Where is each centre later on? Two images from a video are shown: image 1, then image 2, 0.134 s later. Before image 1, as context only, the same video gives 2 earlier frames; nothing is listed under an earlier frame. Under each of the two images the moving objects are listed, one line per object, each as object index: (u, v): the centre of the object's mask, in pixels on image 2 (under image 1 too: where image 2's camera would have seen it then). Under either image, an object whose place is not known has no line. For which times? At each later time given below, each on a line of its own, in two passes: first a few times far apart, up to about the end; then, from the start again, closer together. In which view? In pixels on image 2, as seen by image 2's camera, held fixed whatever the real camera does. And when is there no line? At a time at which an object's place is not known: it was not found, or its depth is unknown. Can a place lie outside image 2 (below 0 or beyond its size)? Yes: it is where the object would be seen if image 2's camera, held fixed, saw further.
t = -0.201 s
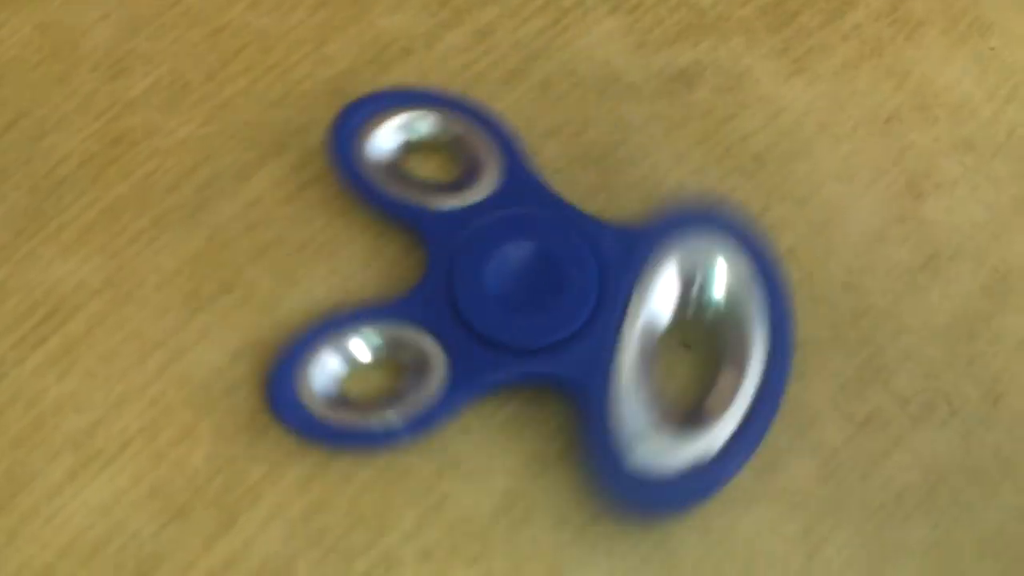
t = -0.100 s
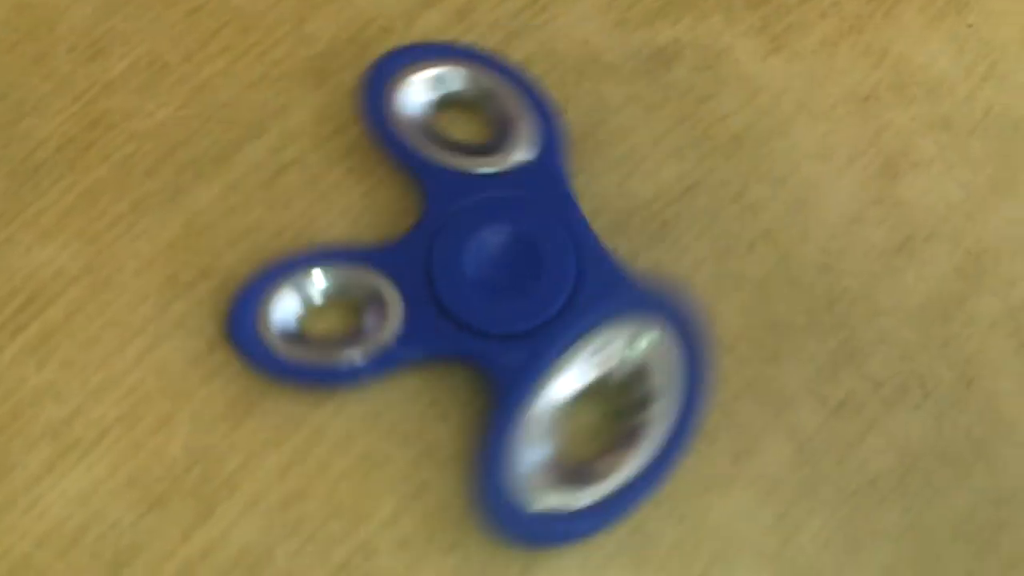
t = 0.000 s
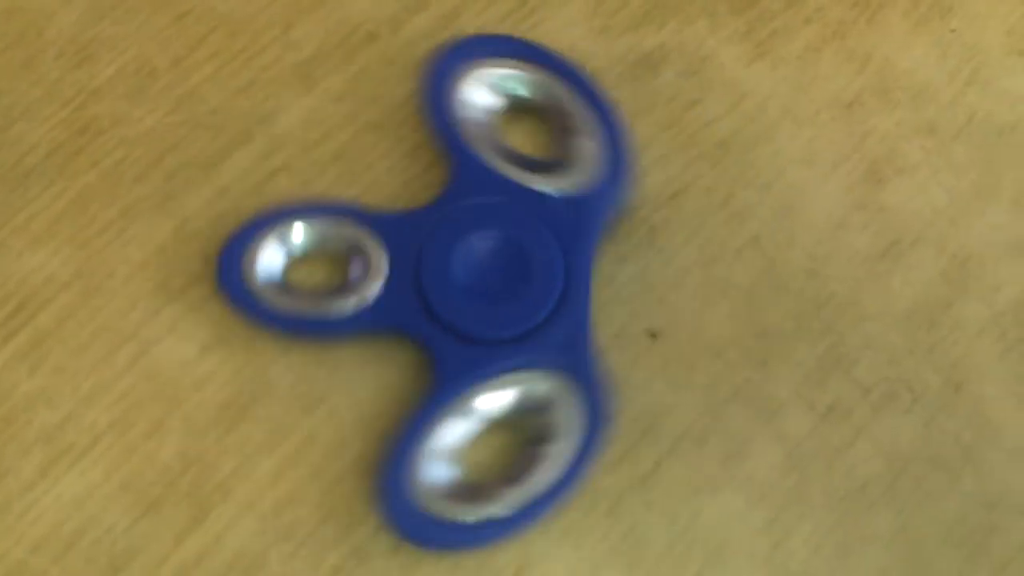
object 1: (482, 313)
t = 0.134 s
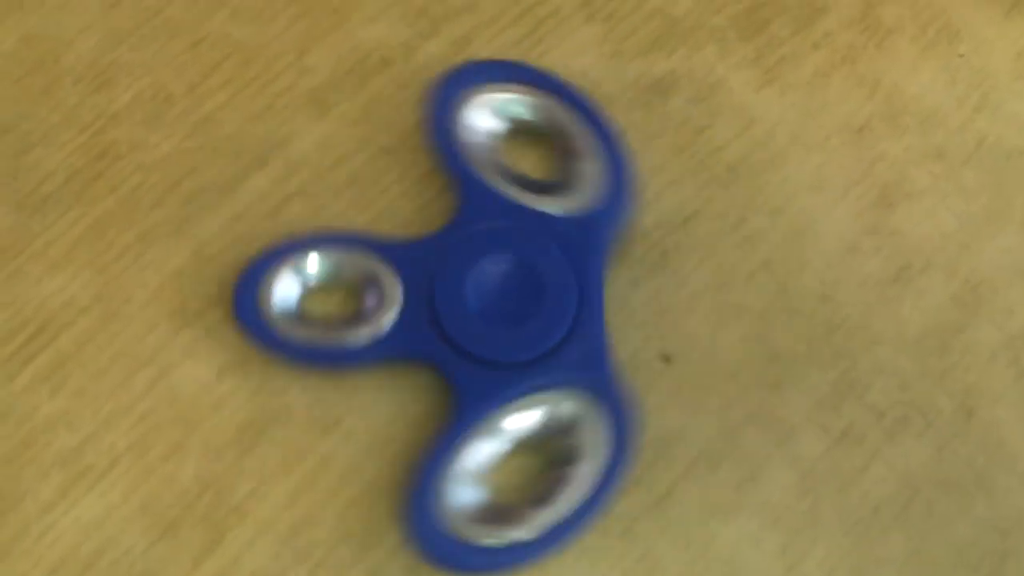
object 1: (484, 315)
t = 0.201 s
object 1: (527, 306)
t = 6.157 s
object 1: (508, 329)
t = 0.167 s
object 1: (509, 331)
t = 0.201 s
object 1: (527, 306)
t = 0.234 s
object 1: (494, 297)
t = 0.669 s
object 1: (525, 303)
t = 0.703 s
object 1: (491, 301)
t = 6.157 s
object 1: (508, 329)
